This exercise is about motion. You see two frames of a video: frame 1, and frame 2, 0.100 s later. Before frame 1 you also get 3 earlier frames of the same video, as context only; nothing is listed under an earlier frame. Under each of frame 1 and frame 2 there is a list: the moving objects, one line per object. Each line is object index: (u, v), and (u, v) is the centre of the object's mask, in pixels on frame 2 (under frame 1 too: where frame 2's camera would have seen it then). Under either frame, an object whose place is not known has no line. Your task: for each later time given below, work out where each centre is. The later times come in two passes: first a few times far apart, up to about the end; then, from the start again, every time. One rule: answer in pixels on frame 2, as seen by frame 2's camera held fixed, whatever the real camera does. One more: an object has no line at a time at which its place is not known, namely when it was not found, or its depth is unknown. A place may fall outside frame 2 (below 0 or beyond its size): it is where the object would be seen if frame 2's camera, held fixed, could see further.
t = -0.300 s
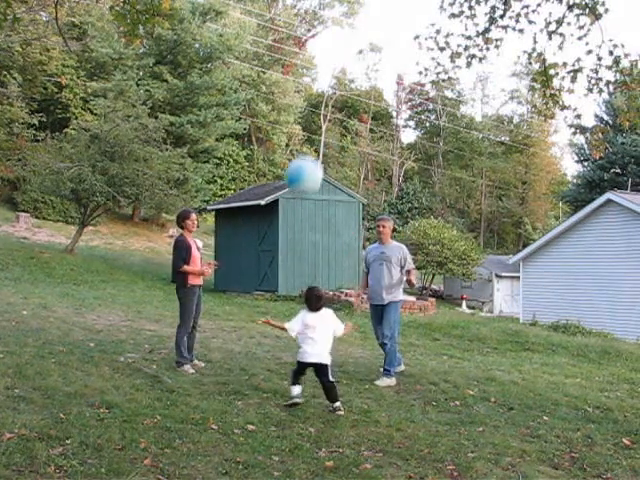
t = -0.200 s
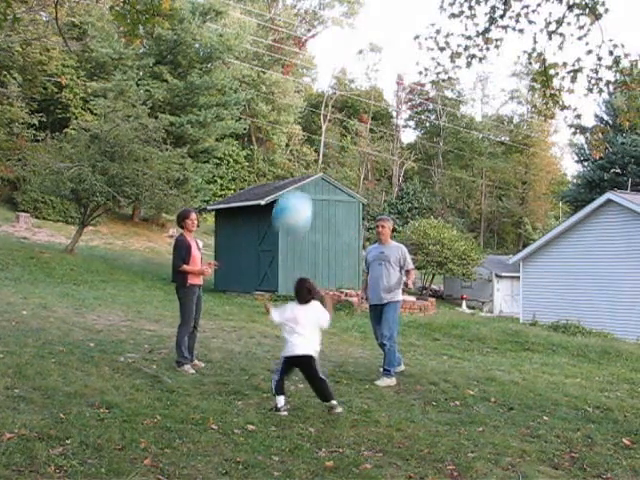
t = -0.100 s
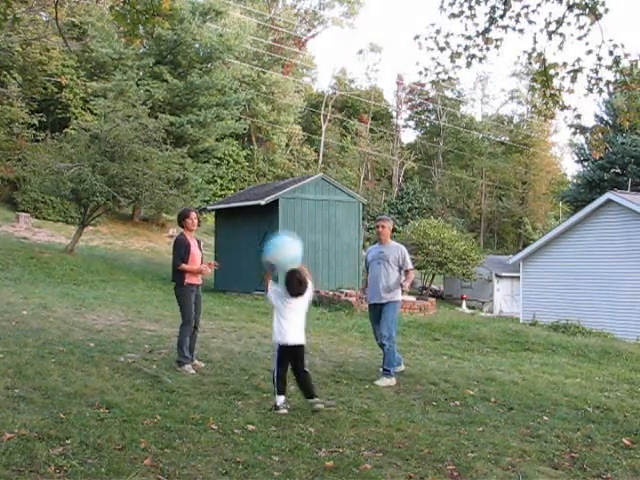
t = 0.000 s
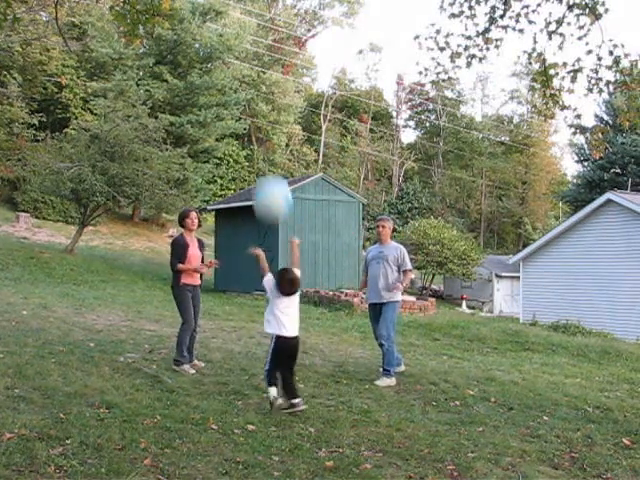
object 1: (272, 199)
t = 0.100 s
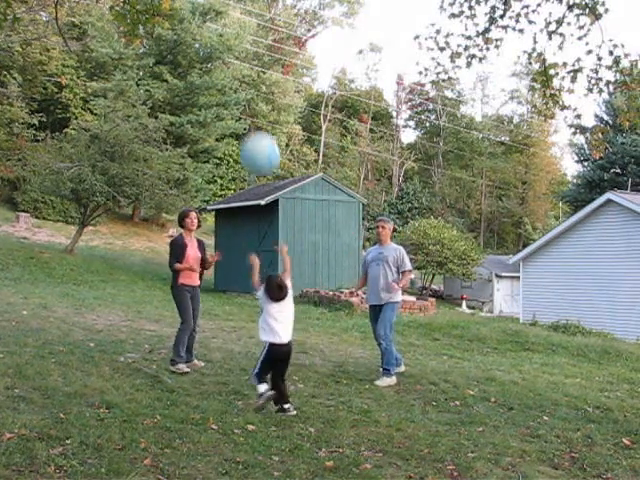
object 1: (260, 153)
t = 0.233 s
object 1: (244, 114)
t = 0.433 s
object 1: (225, 88)
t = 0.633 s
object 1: (208, 100)
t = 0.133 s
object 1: (257, 140)
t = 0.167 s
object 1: (253, 131)
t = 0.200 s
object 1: (249, 122)
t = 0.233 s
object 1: (244, 114)
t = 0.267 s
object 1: (242, 107)
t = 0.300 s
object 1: (238, 100)
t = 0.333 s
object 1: (235, 95)
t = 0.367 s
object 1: (231, 92)
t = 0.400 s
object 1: (228, 90)
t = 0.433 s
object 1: (225, 88)
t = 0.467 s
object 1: (222, 87)
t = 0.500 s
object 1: (220, 88)
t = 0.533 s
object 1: (216, 89)
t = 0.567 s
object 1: (213, 91)
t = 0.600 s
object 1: (210, 95)
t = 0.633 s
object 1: (208, 100)
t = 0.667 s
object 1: (205, 106)
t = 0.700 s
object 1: (202, 111)
